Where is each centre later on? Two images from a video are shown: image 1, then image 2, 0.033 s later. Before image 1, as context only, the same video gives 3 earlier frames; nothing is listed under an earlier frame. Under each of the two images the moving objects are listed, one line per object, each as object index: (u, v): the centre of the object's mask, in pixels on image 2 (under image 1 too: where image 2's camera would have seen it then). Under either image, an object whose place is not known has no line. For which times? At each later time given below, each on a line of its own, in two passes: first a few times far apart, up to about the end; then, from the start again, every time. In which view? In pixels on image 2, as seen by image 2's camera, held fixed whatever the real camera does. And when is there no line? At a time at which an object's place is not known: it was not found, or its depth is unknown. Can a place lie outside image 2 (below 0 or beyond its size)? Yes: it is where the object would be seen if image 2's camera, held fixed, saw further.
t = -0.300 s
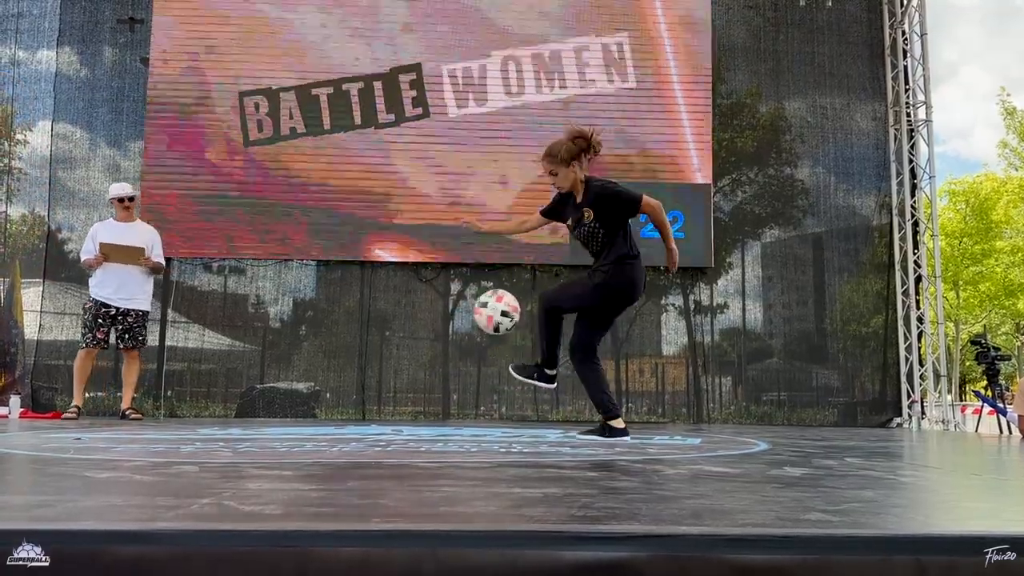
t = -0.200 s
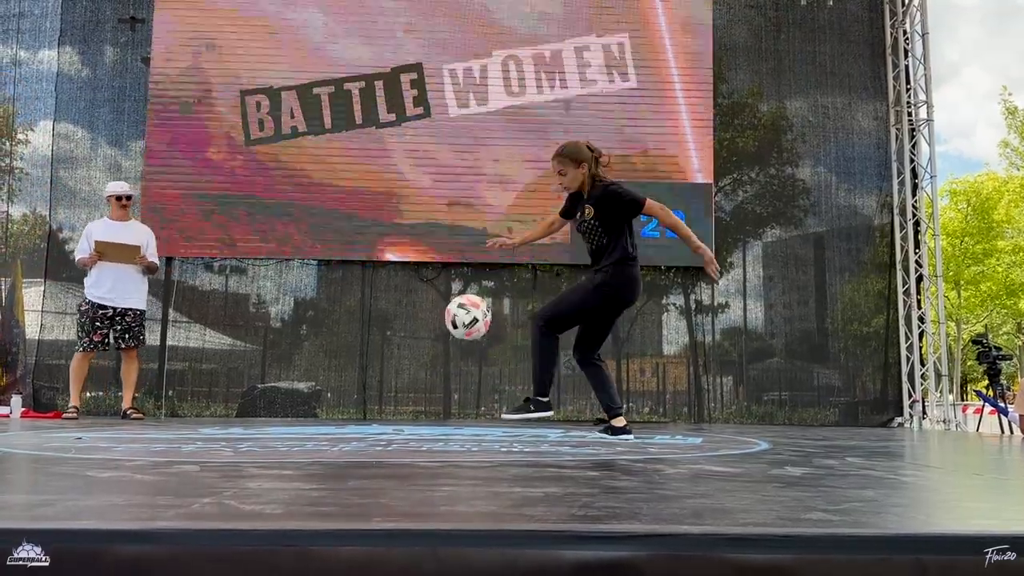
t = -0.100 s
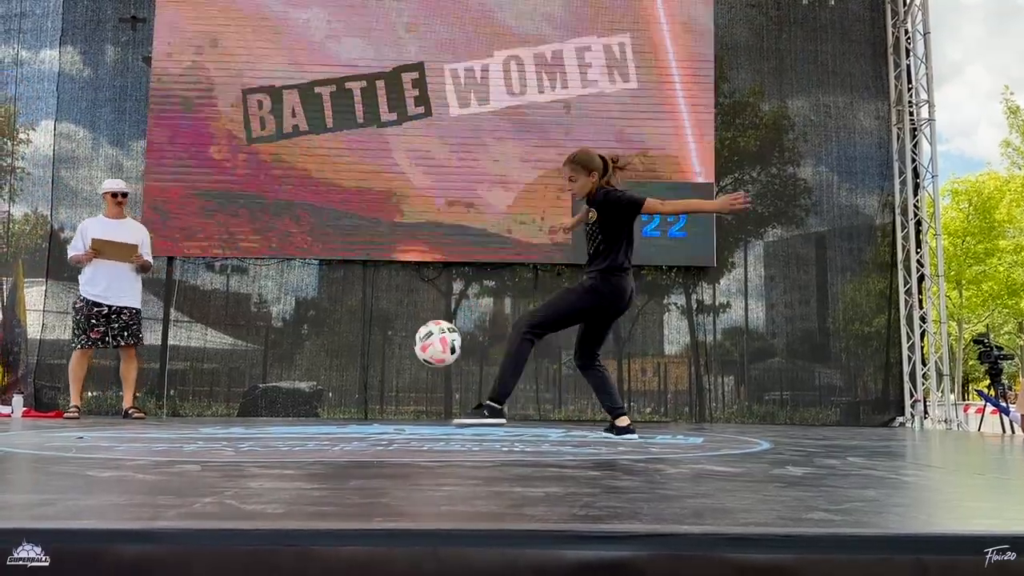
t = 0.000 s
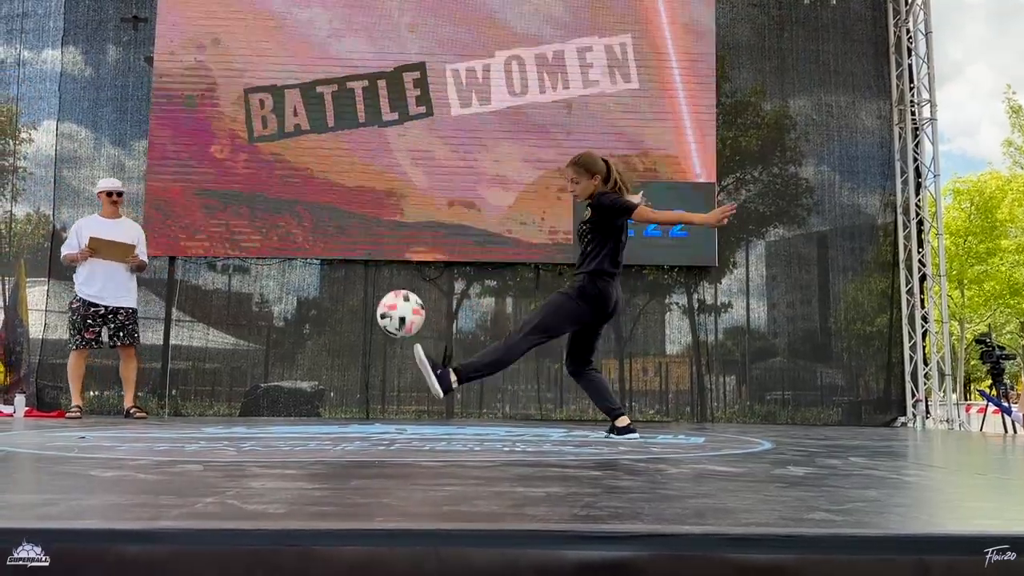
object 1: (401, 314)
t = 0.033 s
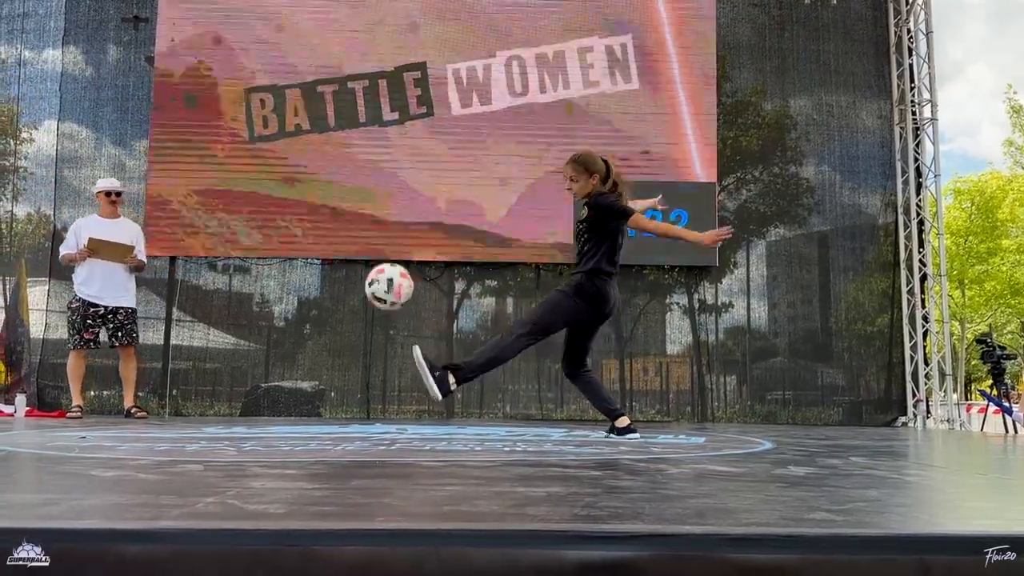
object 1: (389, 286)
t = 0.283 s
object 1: (295, 157)
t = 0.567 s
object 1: (179, 167)
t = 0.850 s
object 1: (45, 365)
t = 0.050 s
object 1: (383, 274)
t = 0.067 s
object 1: (377, 262)
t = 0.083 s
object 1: (371, 250)
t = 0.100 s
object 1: (365, 239)
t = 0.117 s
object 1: (358, 228)
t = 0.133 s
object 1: (352, 219)
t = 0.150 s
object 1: (346, 210)
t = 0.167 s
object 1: (339, 202)
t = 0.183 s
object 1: (333, 193)
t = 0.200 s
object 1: (327, 186)
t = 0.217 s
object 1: (321, 179)
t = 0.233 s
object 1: (315, 173)
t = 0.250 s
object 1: (308, 167)
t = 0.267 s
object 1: (301, 162)
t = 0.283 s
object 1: (295, 157)
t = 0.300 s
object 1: (289, 153)
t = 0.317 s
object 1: (282, 150)
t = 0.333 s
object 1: (276, 147)
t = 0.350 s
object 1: (269, 144)
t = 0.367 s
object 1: (262, 142)
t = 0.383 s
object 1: (256, 141)
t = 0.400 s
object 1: (249, 141)
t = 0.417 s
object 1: (242, 141)
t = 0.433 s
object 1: (235, 141)
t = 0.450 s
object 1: (229, 142)
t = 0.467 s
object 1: (222, 144)
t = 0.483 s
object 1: (215, 146)
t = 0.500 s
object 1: (208, 149)
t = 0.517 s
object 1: (201, 153)
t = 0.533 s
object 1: (194, 157)
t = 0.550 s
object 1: (187, 162)
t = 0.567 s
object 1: (179, 167)
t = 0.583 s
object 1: (172, 174)
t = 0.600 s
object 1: (164, 180)
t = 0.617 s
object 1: (157, 187)
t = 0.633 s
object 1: (150, 195)
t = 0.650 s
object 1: (142, 205)
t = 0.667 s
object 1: (135, 214)
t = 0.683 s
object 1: (127, 223)
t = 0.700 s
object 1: (118, 236)
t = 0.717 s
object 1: (112, 247)
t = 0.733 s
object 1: (104, 259)
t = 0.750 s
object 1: (95, 272)
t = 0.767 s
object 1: (88, 285)
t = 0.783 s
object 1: (78, 299)
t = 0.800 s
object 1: (71, 315)
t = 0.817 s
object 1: (62, 330)
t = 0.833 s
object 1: (53, 348)
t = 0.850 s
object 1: (45, 365)
